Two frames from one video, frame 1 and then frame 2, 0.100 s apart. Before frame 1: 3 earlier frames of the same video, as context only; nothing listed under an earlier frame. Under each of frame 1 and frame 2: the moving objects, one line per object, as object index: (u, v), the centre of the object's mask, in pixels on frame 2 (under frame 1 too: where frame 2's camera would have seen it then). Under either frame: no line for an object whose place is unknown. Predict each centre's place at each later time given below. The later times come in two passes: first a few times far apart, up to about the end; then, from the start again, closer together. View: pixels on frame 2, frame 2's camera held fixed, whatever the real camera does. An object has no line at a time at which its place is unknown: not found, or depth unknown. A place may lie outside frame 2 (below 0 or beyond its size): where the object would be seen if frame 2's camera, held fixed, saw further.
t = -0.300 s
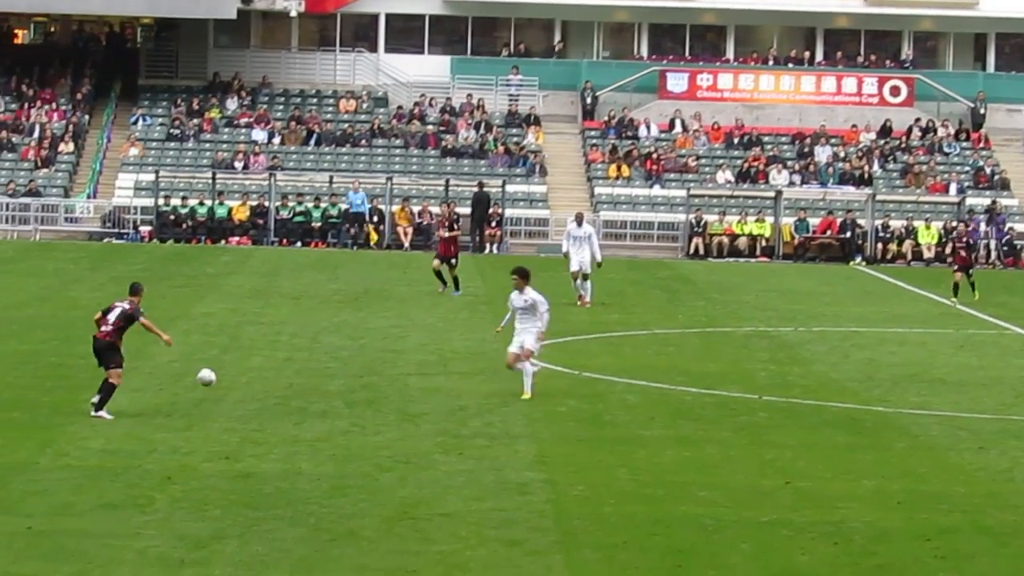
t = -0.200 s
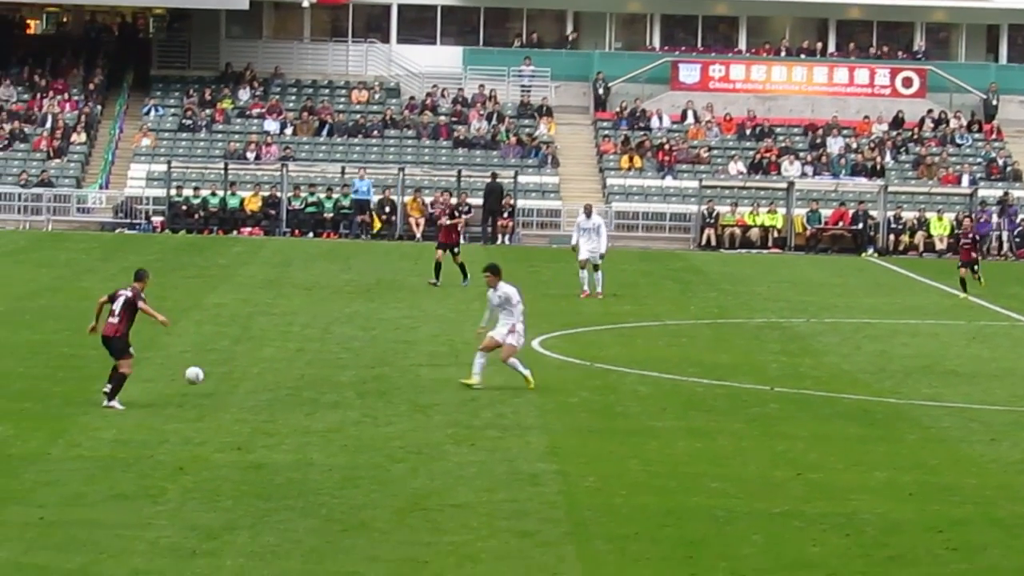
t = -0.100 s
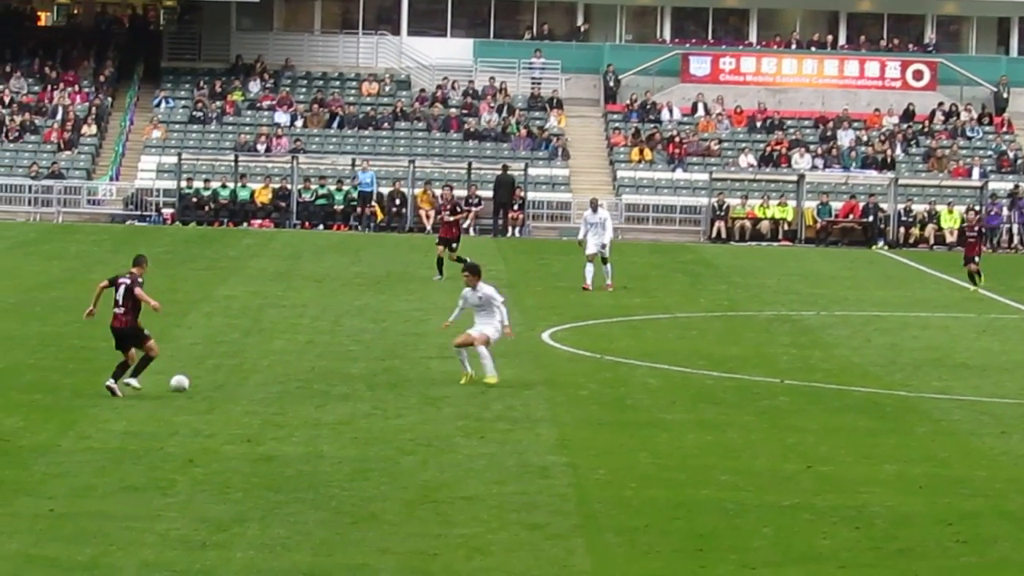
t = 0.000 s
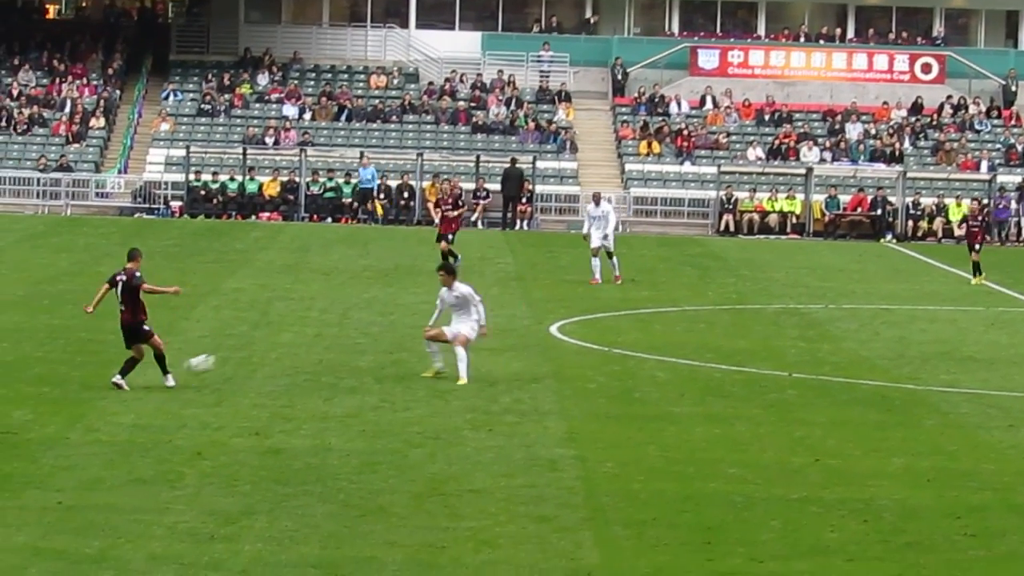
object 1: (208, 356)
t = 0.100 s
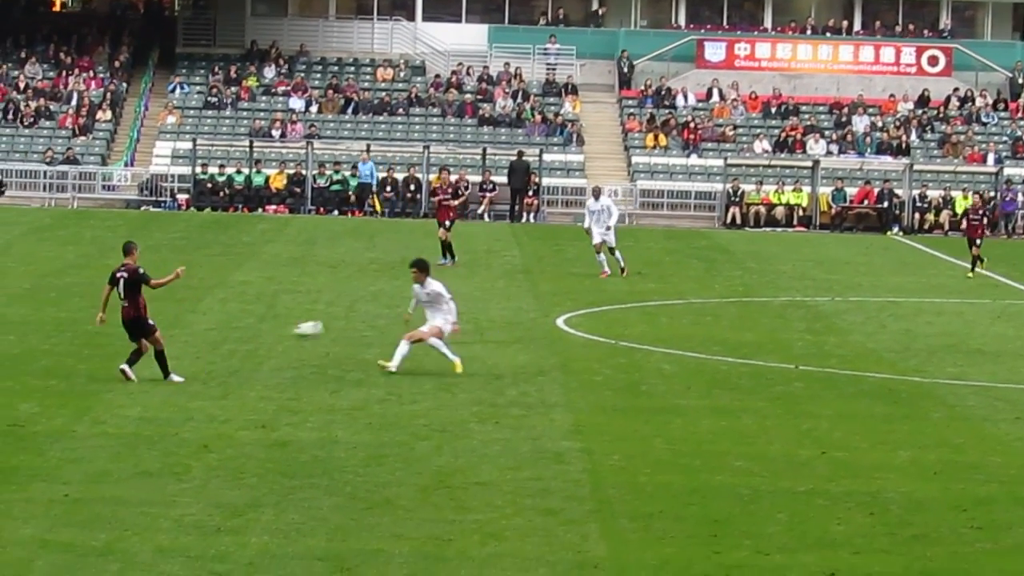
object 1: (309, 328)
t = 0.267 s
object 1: (469, 303)
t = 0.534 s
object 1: (705, 301)
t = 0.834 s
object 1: (948, 360)
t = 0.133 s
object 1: (342, 322)
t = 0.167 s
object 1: (374, 315)
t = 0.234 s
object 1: (438, 306)
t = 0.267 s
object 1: (469, 303)
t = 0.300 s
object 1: (500, 300)
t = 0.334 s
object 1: (531, 298)
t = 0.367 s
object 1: (561, 297)
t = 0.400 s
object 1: (590, 296)
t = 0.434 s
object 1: (620, 296)
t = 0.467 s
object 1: (648, 298)
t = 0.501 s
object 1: (678, 300)
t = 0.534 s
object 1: (705, 301)
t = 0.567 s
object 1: (733, 306)
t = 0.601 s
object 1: (761, 311)
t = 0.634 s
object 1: (789, 315)
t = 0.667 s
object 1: (815, 320)
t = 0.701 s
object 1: (843, 327)
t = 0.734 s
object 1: (869, 334)
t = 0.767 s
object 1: (896, 342)
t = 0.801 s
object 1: (922, 350)
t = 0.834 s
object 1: (948, 360)
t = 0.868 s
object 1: (975, 371)
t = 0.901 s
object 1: (995, 369)
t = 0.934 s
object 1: (1012, 363)
